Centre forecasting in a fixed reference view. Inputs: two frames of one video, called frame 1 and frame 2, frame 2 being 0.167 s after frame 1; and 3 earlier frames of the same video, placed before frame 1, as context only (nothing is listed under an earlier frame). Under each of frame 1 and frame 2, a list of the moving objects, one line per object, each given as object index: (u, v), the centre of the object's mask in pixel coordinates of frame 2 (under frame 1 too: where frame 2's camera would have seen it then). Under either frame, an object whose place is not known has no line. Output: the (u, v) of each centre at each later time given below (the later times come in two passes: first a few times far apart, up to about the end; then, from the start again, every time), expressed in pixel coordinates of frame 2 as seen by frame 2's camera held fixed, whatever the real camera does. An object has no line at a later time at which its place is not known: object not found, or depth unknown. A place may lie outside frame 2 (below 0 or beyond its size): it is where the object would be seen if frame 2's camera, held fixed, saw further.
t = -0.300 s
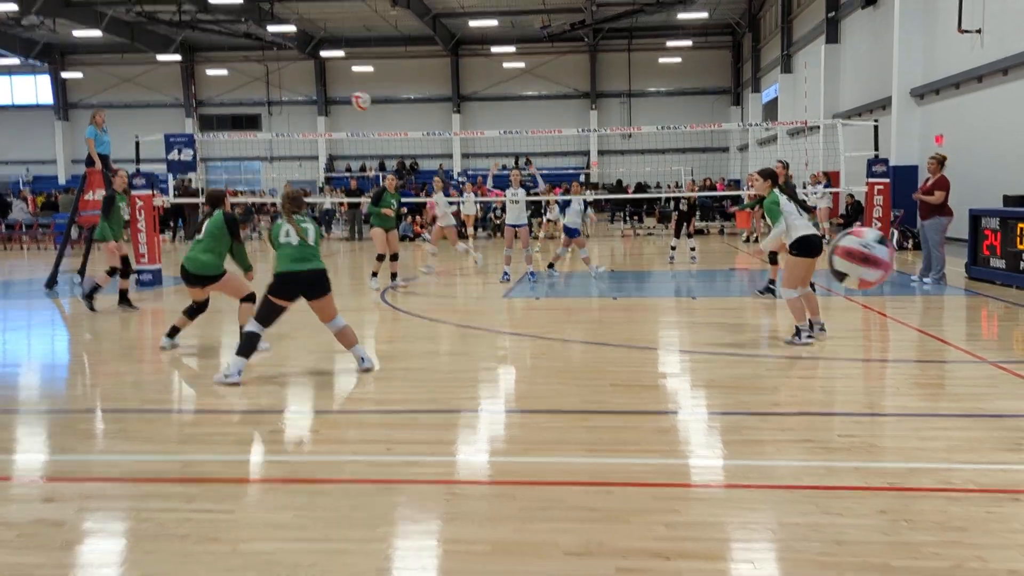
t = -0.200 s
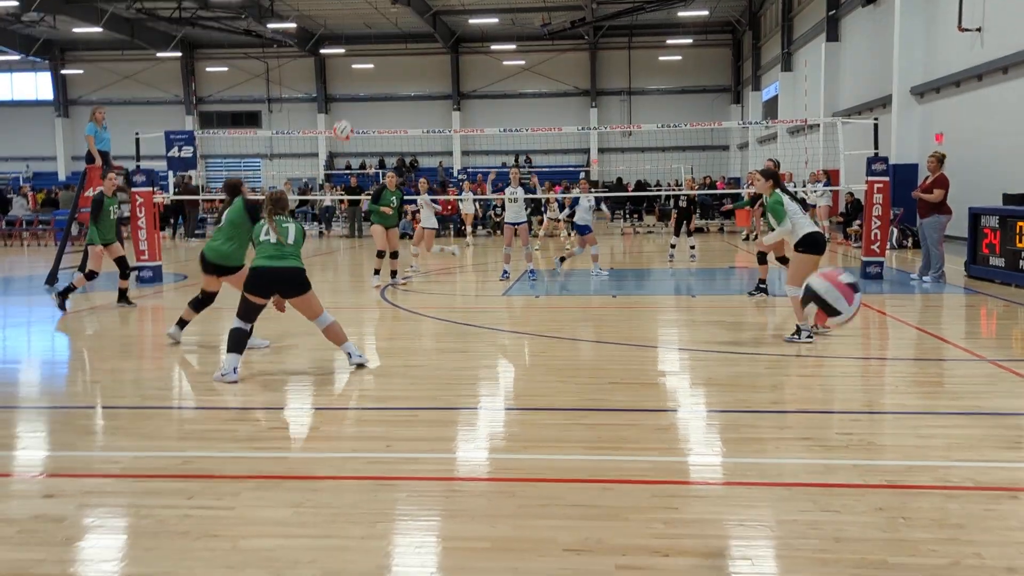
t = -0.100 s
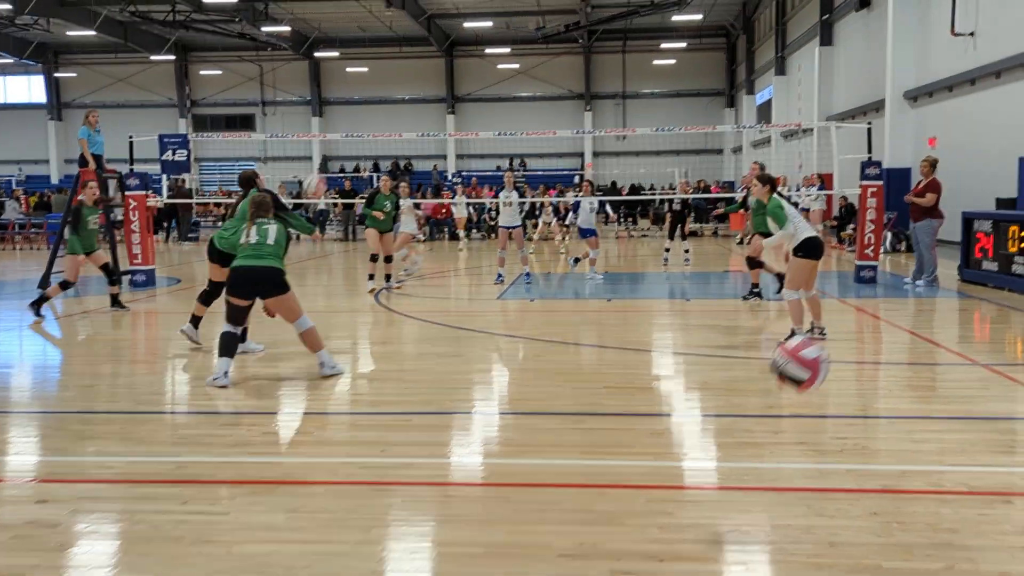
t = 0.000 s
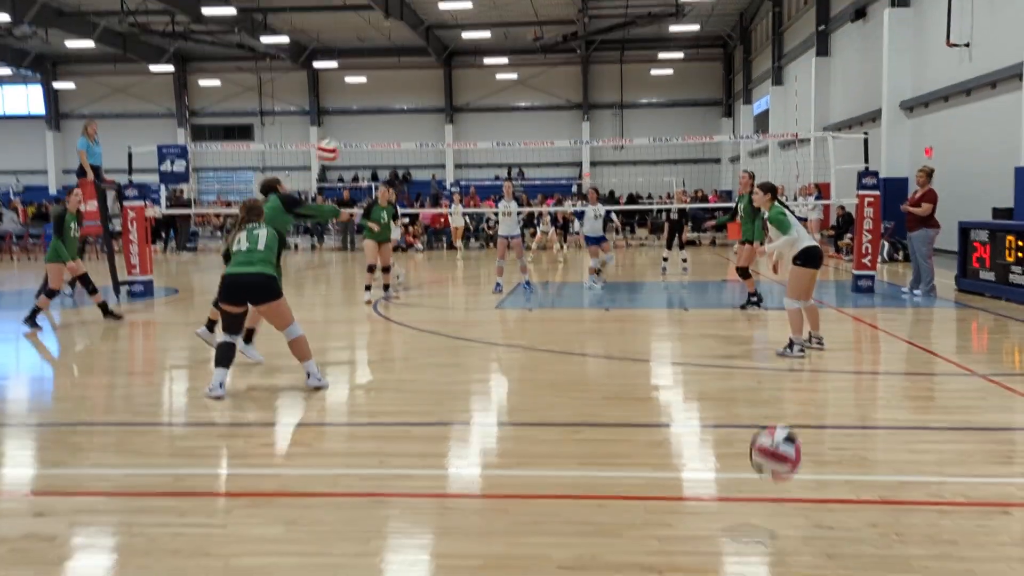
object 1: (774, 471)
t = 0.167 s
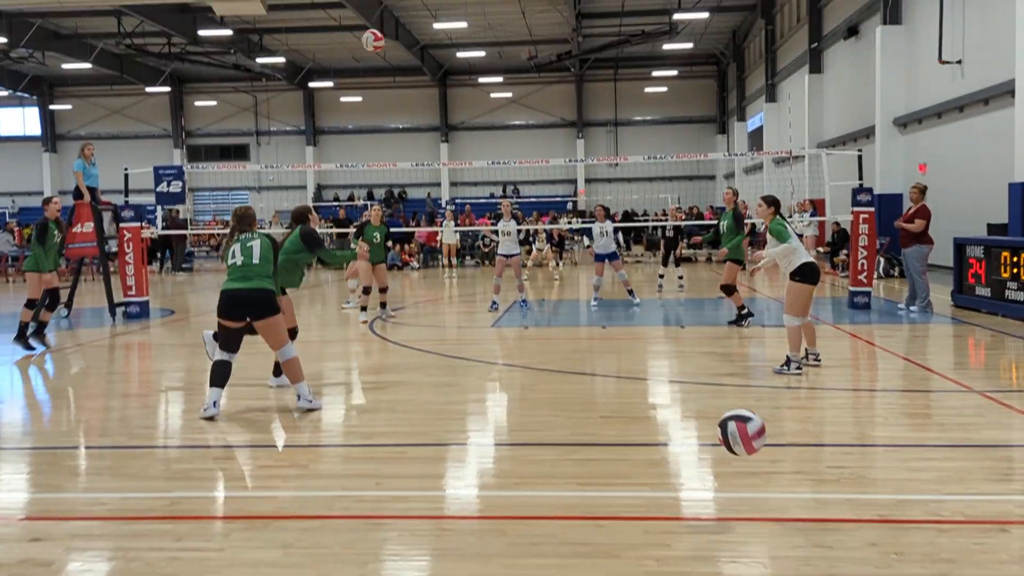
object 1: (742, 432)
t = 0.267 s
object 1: (724, 377)
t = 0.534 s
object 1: (686, 346)
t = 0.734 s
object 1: (665, 407)
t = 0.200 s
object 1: (735, 411)
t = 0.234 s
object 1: (729, 393)
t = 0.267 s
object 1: (724, 377)
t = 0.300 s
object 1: (718, 364)
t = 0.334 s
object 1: (712, 354)
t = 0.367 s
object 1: (708, 348)
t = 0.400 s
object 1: (703, 343)
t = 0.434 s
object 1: (699, 340)
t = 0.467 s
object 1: (694, 341)
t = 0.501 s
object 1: (690, 342)
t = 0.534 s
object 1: (686, 346)
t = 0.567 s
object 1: (682, 351)
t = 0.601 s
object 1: (679, 359)
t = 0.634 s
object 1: (675, 369)
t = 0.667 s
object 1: (672, 379)
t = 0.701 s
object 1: (668, 393)
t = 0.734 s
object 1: (665, 407)
